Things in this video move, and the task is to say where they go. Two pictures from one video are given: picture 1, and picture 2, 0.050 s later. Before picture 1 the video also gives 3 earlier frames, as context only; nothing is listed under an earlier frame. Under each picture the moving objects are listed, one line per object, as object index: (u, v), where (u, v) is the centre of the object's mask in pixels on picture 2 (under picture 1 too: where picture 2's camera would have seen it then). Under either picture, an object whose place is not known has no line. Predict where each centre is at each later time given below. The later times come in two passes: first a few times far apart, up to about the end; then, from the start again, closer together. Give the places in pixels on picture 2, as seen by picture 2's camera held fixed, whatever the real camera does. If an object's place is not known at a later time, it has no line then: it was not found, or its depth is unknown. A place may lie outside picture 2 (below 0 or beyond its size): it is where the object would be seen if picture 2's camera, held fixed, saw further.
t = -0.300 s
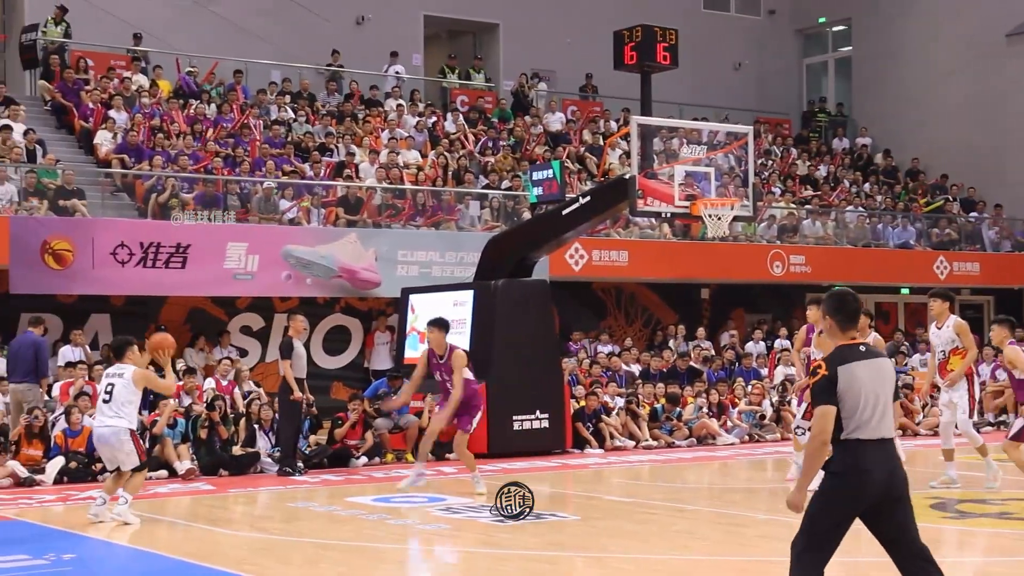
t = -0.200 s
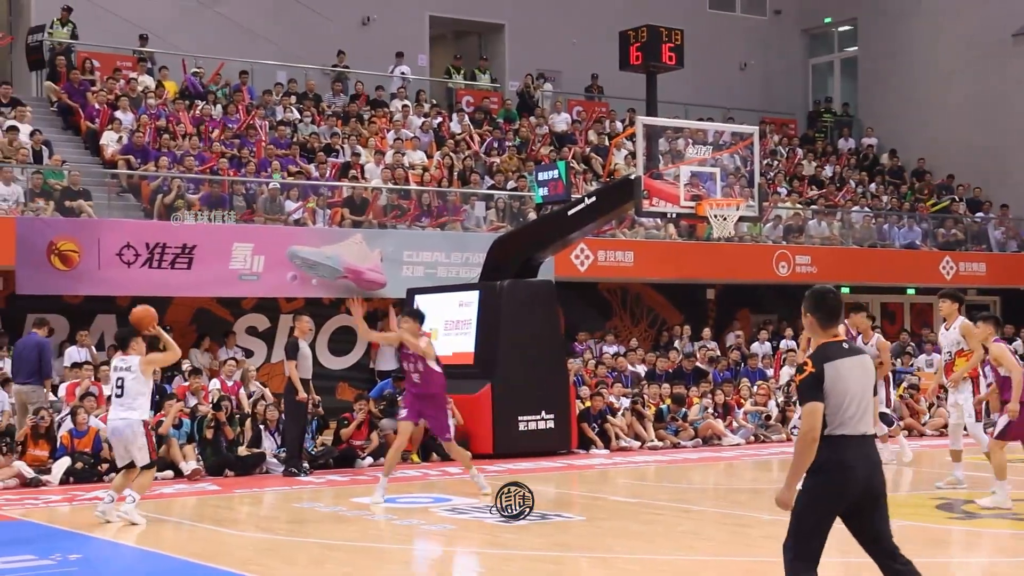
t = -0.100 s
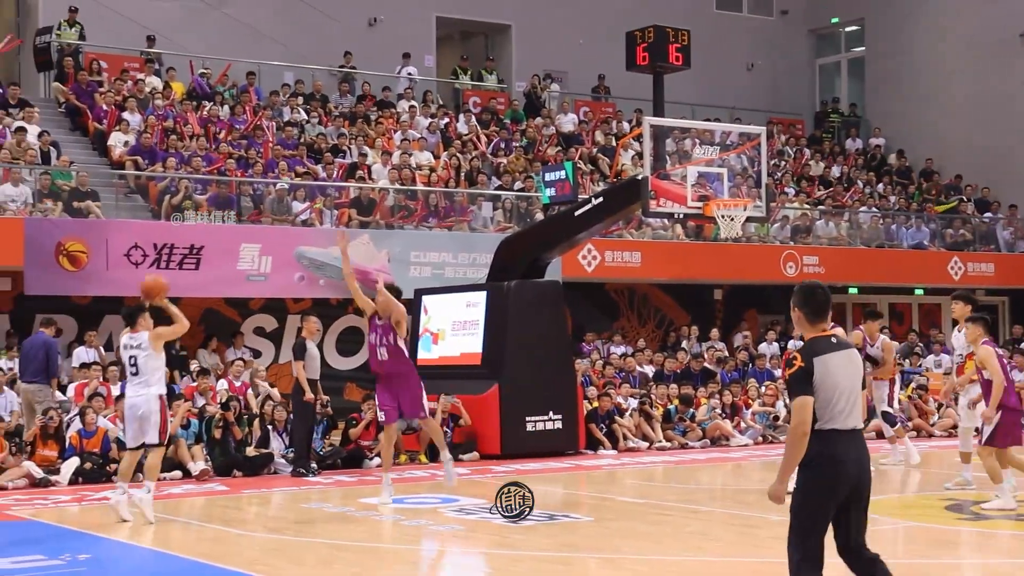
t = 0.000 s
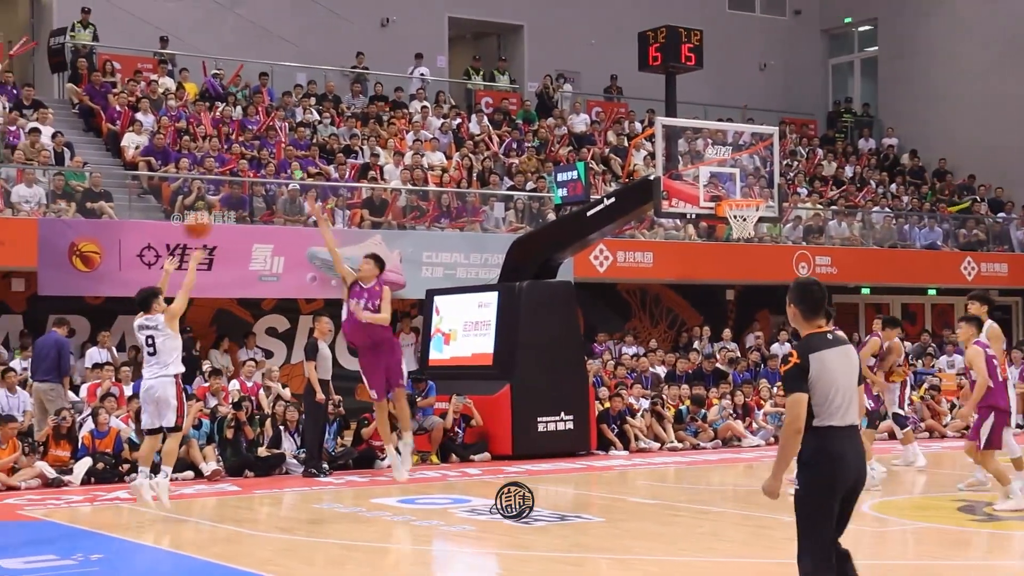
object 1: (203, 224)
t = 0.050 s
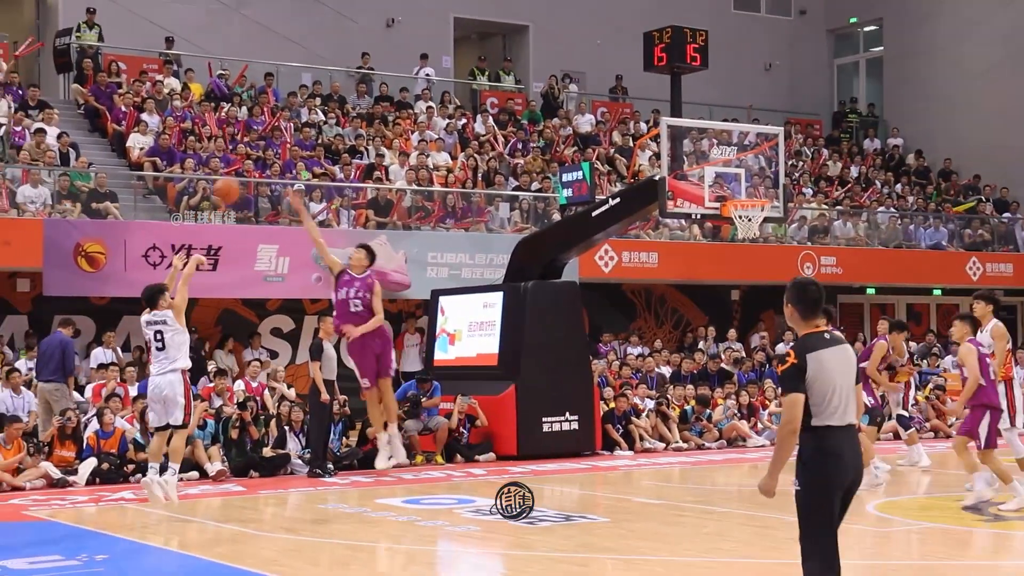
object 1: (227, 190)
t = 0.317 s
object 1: (345, 52)
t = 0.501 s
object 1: (418, 5)
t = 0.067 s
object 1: (234, 178)
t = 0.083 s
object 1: (242, 167)
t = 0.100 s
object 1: (250, 158)
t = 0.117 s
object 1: (257, 147)
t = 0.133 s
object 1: (264, 138)
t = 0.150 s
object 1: (272, 129)
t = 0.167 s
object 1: (279, 119)
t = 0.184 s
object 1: (287, 110)
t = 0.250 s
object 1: (317, 79)
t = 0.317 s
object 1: (345, 52)
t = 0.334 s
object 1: (351, 45)
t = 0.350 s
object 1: (358, 39)
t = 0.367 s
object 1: (365, 35)
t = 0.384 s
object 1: (372, 30)
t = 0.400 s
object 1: (379, 25)
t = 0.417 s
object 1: (385, 21)
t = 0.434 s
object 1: (392, 17)
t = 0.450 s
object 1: (398, 13)
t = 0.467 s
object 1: (406, 9)
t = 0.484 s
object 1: (412, 7)
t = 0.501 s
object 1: (418, 5)
